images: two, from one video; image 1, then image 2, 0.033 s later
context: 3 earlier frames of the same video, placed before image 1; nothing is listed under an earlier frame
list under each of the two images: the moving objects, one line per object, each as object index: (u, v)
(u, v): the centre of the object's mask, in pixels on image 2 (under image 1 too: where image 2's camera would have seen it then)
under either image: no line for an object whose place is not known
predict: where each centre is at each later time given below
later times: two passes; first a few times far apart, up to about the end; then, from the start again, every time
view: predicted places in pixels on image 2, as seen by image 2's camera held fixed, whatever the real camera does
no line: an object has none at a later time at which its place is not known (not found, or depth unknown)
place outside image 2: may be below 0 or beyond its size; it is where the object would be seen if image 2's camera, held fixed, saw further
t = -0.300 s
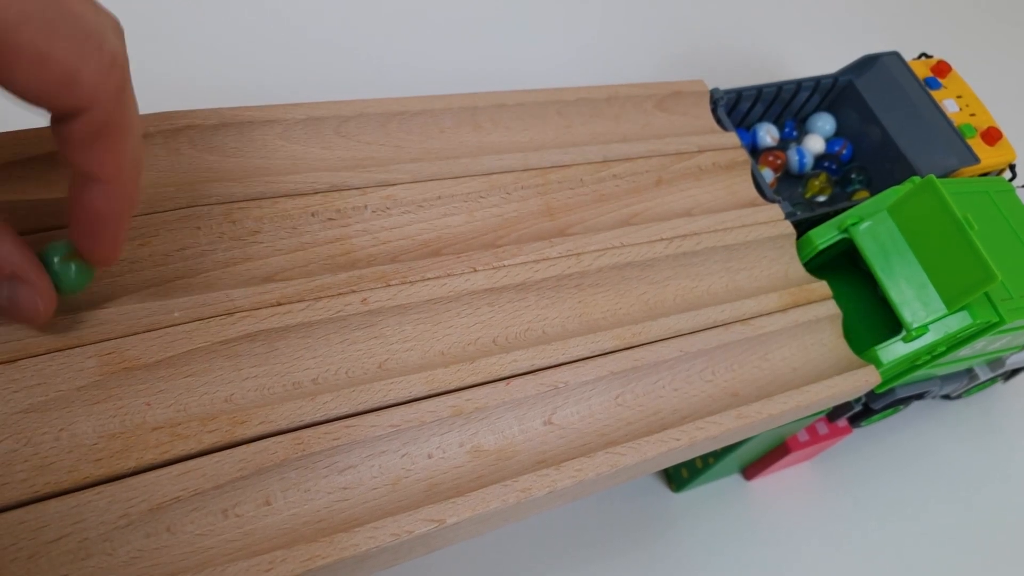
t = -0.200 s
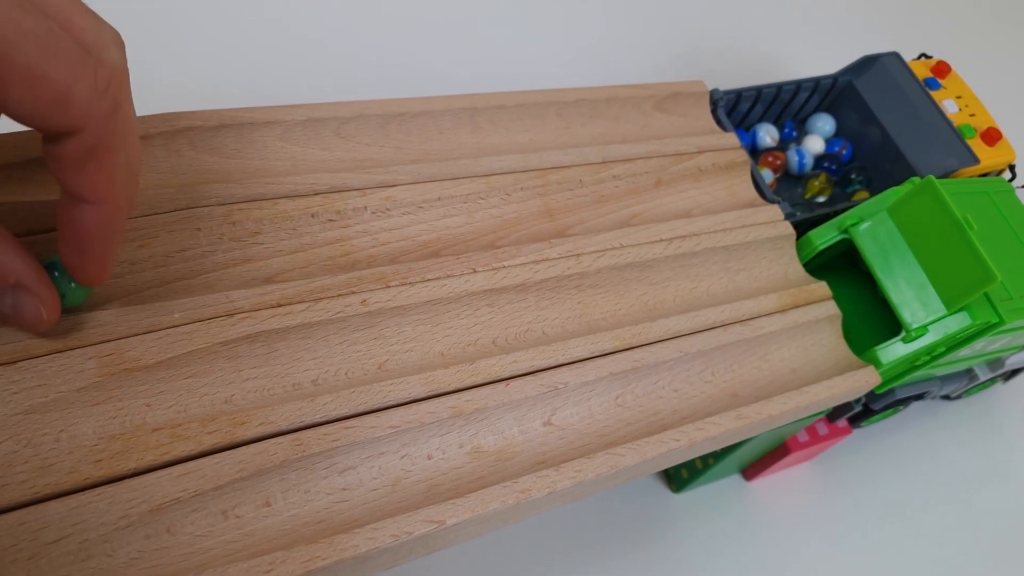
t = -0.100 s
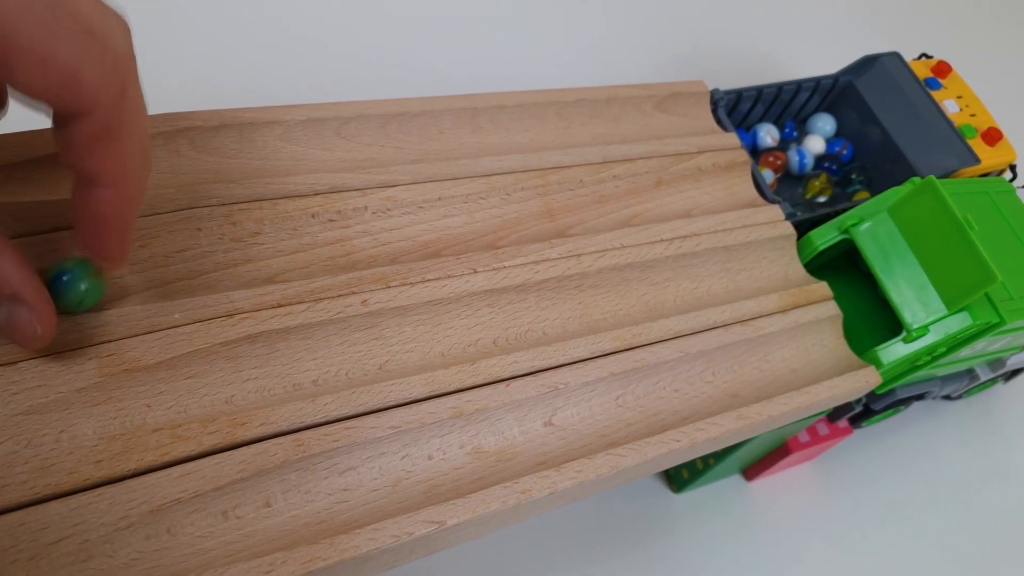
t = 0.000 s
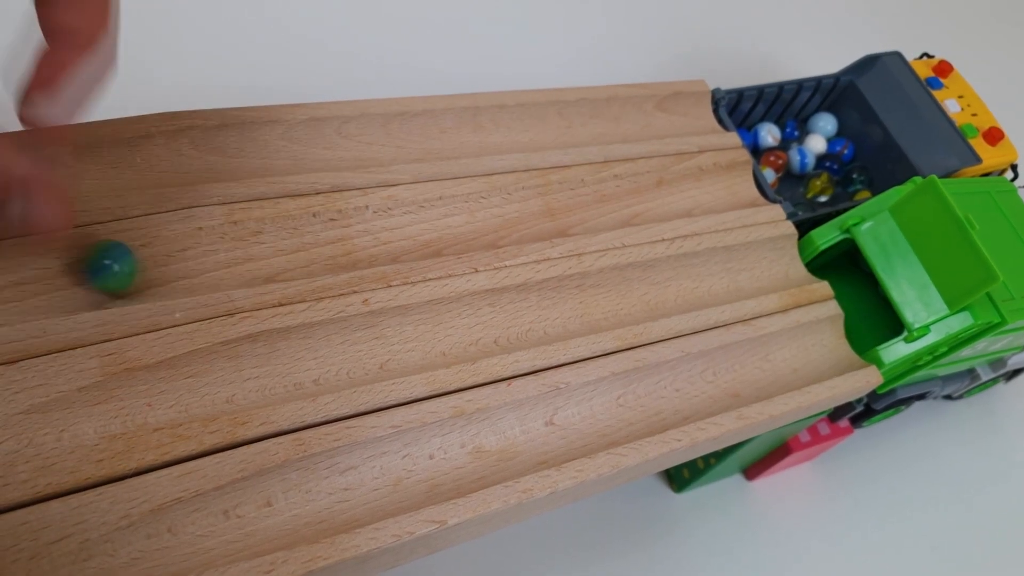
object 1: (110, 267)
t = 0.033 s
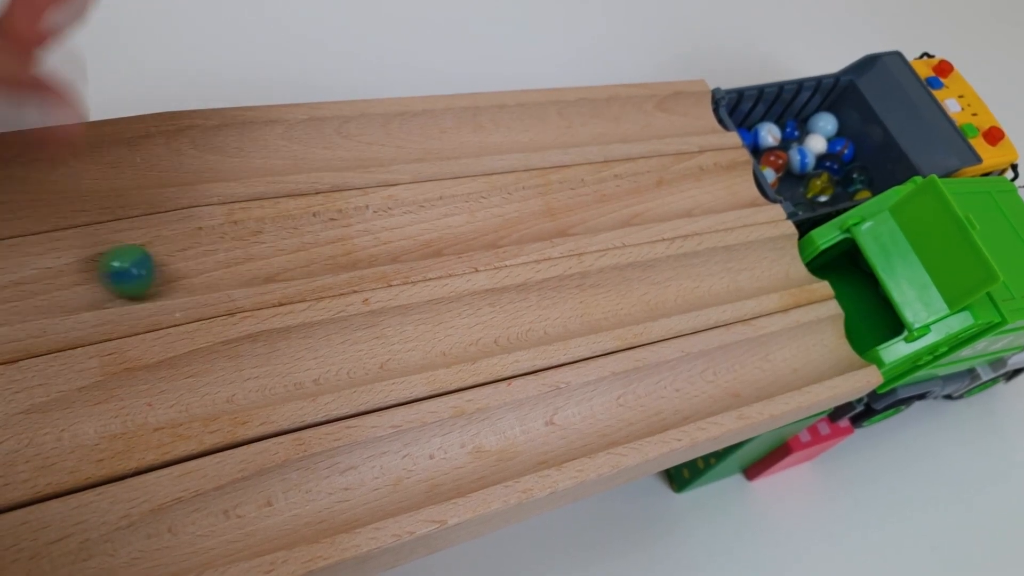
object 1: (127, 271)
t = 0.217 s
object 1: (249, 251)
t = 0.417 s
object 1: (429, 229)
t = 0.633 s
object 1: (639, 202)
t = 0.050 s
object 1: (137, 272)
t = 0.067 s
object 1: (147, 272)
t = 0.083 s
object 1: (156, 271)
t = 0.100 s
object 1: (166, 267)
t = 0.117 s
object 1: (175, 263)
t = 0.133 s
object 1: (187, 257)
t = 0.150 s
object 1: (198, 253)
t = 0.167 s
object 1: (209, 250)
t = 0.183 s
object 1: (221, 248)
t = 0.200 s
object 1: (235, 249)
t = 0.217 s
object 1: (249, 251)
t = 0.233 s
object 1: (264, 252)
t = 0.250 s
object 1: (279, 251)
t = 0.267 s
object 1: (294, 249)
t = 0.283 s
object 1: (308, 246)
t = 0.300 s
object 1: (321, 242)
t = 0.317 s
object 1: (335, 237)
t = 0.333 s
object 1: (350, 232)
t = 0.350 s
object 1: (364, 228)
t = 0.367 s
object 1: (379, 226)
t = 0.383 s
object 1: (395, 227)
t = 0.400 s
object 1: (411, 228)
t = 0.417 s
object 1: (429, 229)
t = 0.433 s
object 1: (446, 229)
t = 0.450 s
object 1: (461, 228)
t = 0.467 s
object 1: (476, 225)
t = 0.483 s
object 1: (491, 219)
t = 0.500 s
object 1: (505, 215)
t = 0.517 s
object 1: (520, 210)
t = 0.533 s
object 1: (537, 206)
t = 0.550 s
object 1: (553, 205)
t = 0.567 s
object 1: (568, 204)
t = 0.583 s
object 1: (587, 205)
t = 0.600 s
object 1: (605, 205)
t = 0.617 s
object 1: (622, 205)
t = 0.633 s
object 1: (639, 202)
